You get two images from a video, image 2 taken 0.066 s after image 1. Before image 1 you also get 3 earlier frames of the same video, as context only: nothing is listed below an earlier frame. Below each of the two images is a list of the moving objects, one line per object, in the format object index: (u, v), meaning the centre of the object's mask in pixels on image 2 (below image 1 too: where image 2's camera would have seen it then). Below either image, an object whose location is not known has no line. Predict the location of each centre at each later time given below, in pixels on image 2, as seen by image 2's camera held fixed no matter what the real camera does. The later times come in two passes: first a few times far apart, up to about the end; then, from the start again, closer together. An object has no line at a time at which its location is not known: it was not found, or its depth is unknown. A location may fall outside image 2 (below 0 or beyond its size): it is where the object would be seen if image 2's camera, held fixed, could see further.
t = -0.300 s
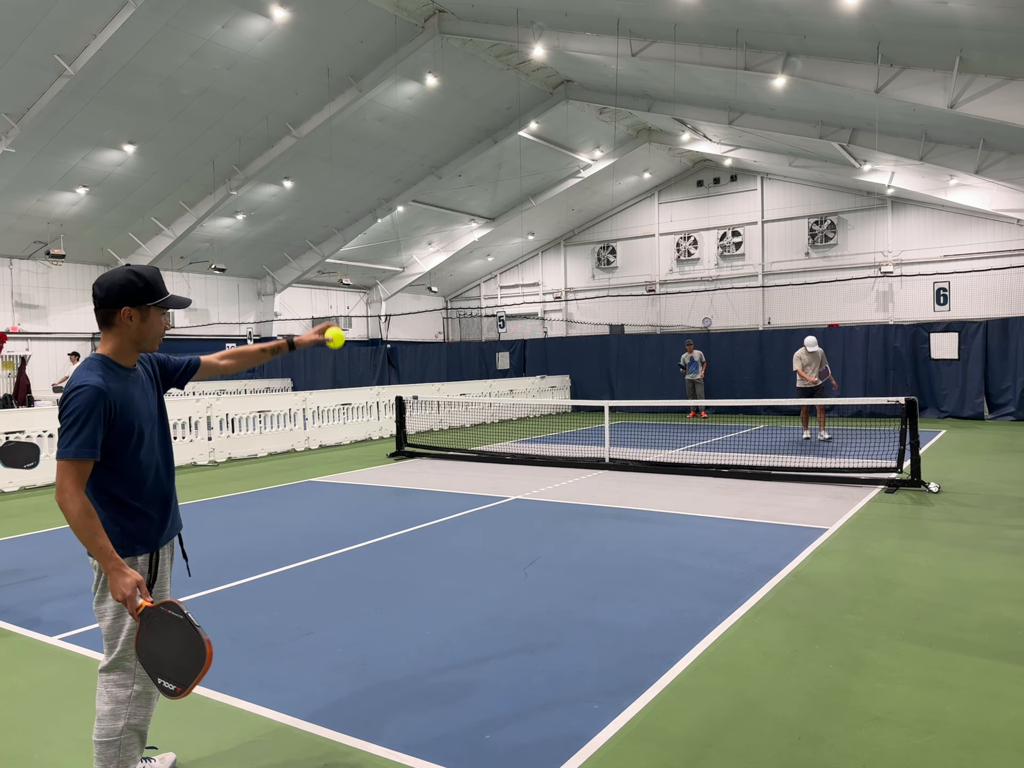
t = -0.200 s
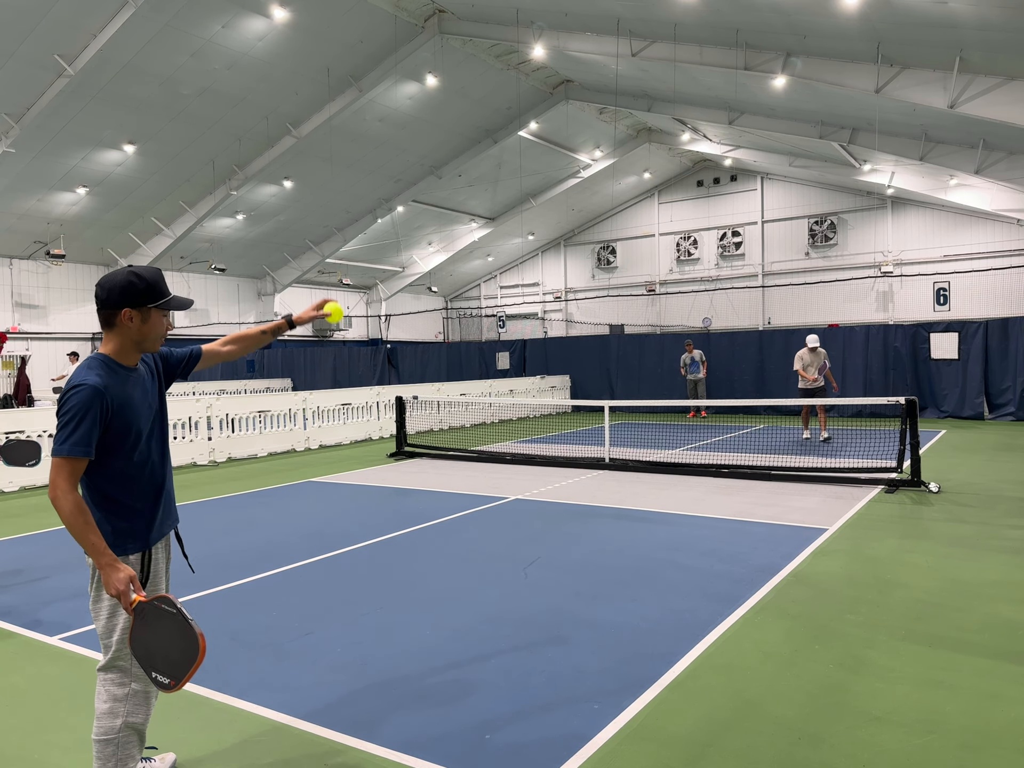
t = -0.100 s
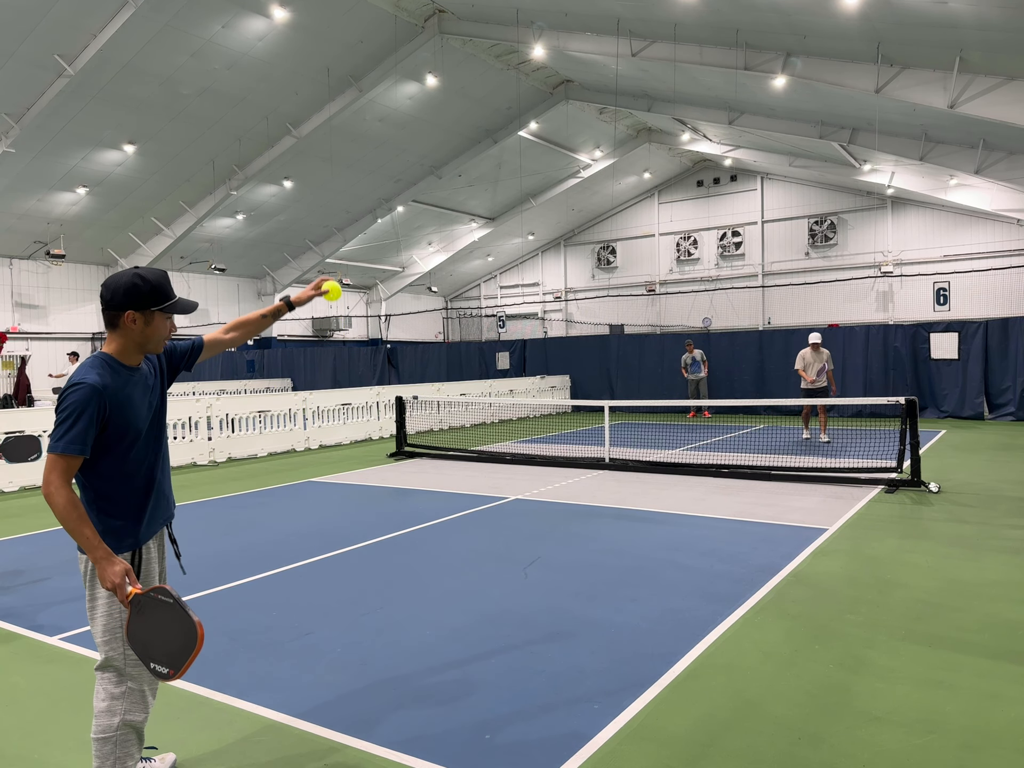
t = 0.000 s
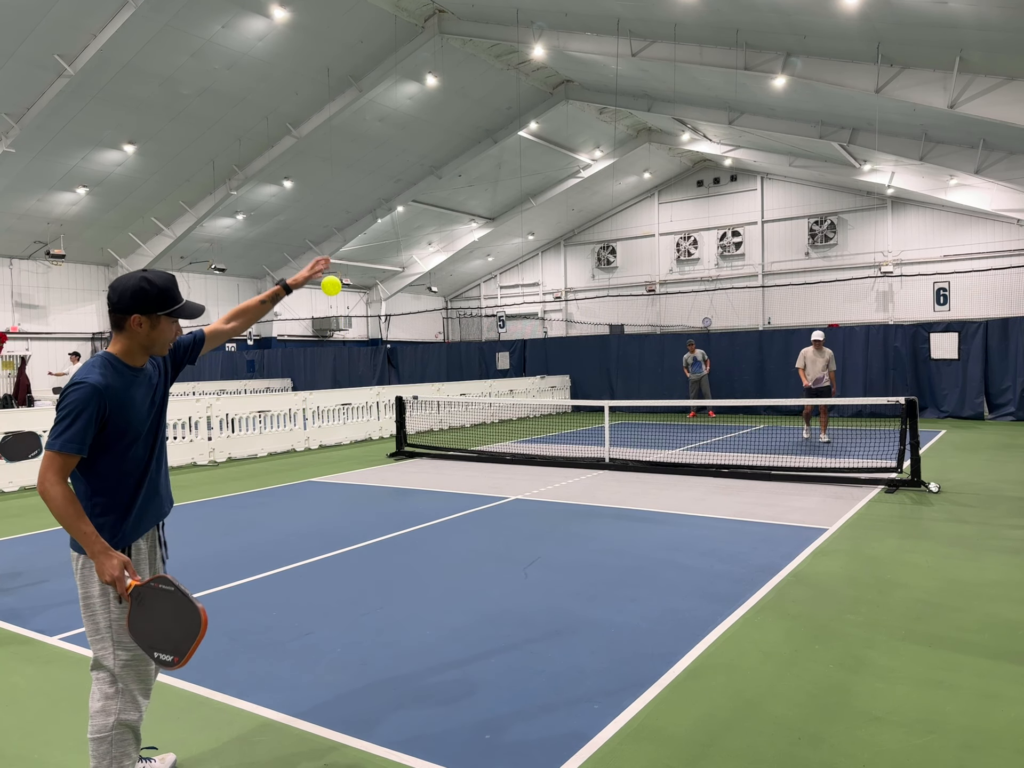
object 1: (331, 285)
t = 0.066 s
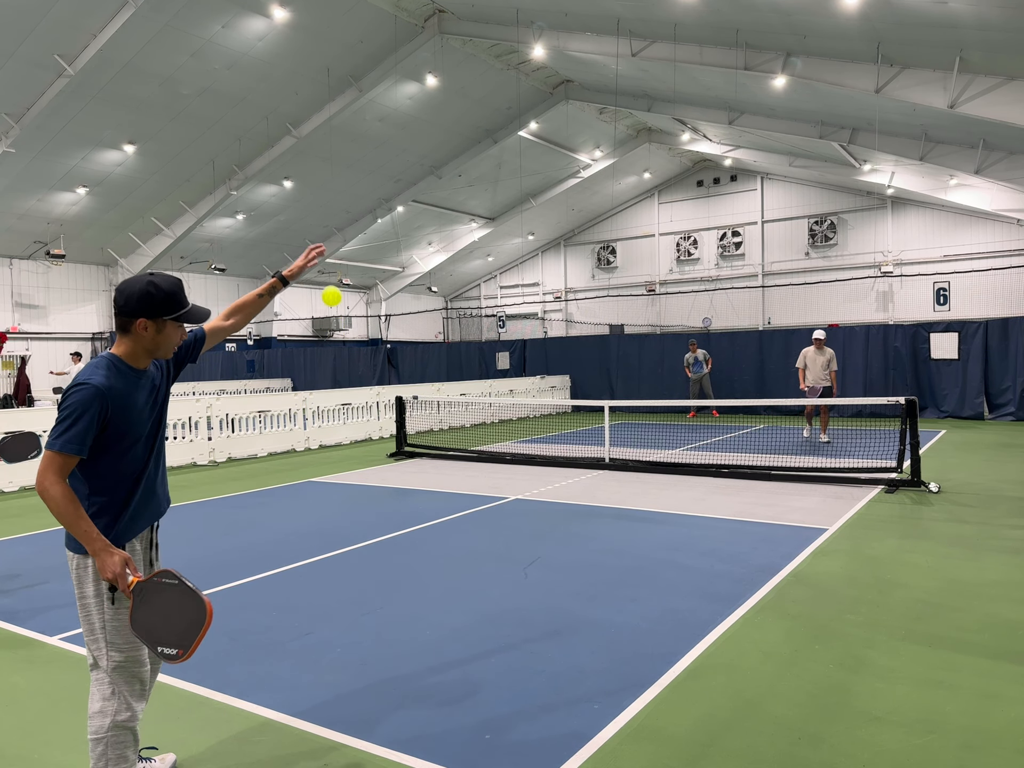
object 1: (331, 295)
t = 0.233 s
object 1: (333, 370)
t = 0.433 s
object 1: (338, 551)
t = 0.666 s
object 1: (340, 641)
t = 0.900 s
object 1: (337, 541)
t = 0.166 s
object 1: (332, 333)
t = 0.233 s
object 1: (333, 370)
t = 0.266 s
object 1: (334, 392)
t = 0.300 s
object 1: (335, 420)
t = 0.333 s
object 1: (336, 451)
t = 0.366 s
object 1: (337, 481)
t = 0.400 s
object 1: (338, 514)
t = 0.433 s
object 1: (338, 551)
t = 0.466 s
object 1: (339, 590)
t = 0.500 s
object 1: (340, 632)
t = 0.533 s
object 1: (341, 676)
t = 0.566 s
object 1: (342, 719)
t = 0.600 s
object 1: (342, 697)
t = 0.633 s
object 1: (341, 668)
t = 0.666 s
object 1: (340, 641)
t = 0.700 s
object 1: (339, 618)
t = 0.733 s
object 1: (339, 598)
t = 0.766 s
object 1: (339, 581)
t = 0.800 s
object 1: (338, 567)
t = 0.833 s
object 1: (338, 556)
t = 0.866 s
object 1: (337, 547)
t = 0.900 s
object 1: (337, 541)
